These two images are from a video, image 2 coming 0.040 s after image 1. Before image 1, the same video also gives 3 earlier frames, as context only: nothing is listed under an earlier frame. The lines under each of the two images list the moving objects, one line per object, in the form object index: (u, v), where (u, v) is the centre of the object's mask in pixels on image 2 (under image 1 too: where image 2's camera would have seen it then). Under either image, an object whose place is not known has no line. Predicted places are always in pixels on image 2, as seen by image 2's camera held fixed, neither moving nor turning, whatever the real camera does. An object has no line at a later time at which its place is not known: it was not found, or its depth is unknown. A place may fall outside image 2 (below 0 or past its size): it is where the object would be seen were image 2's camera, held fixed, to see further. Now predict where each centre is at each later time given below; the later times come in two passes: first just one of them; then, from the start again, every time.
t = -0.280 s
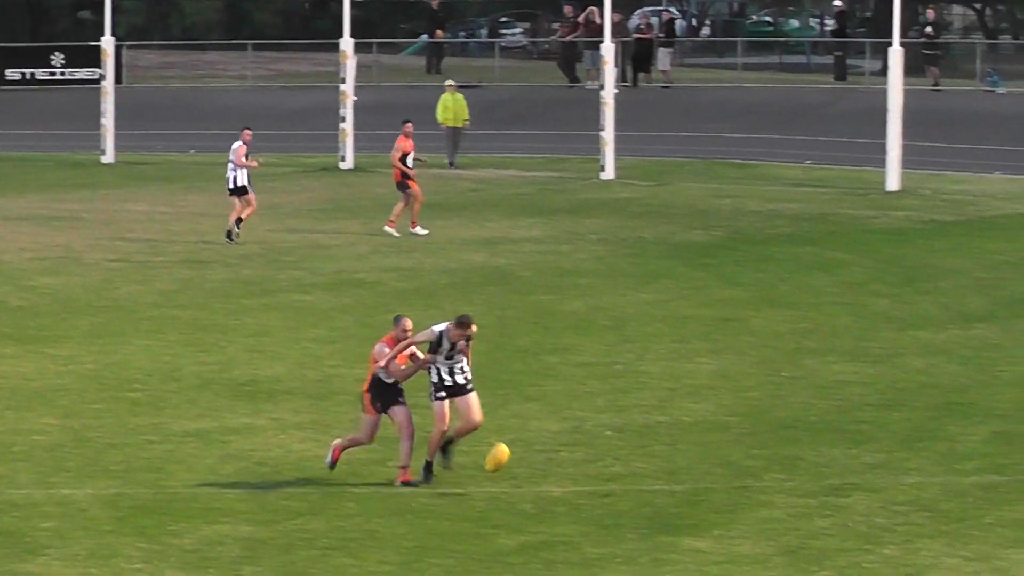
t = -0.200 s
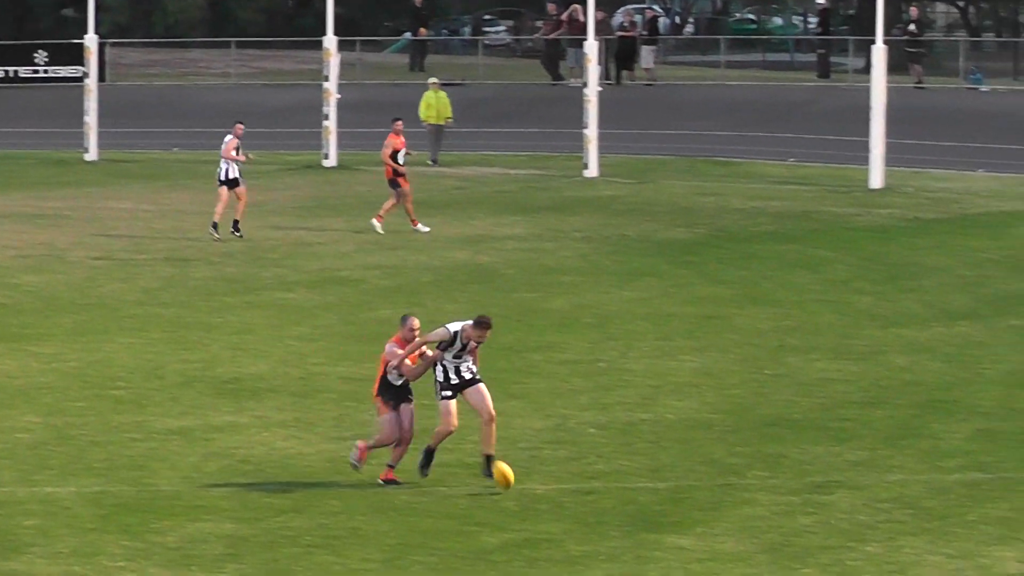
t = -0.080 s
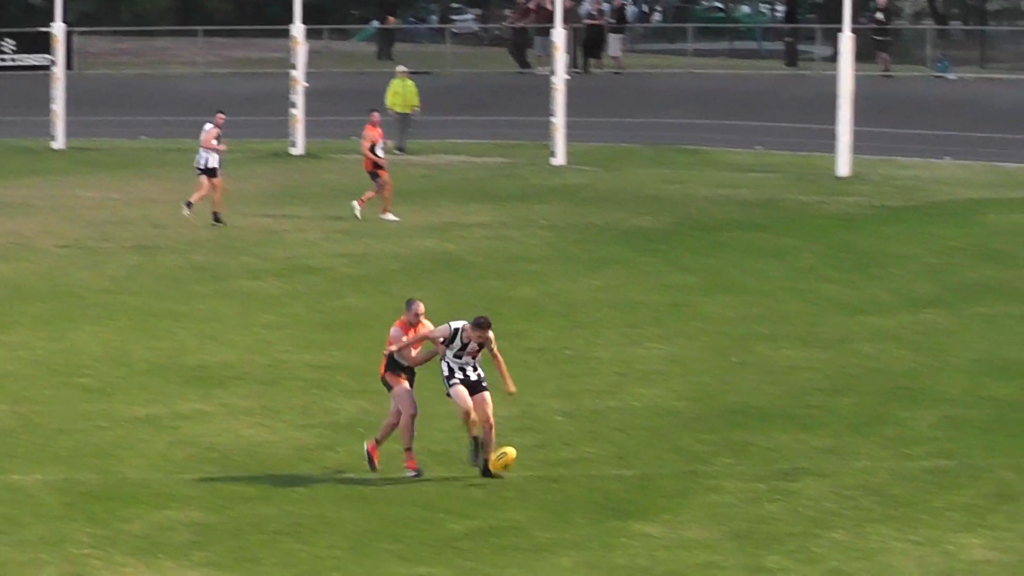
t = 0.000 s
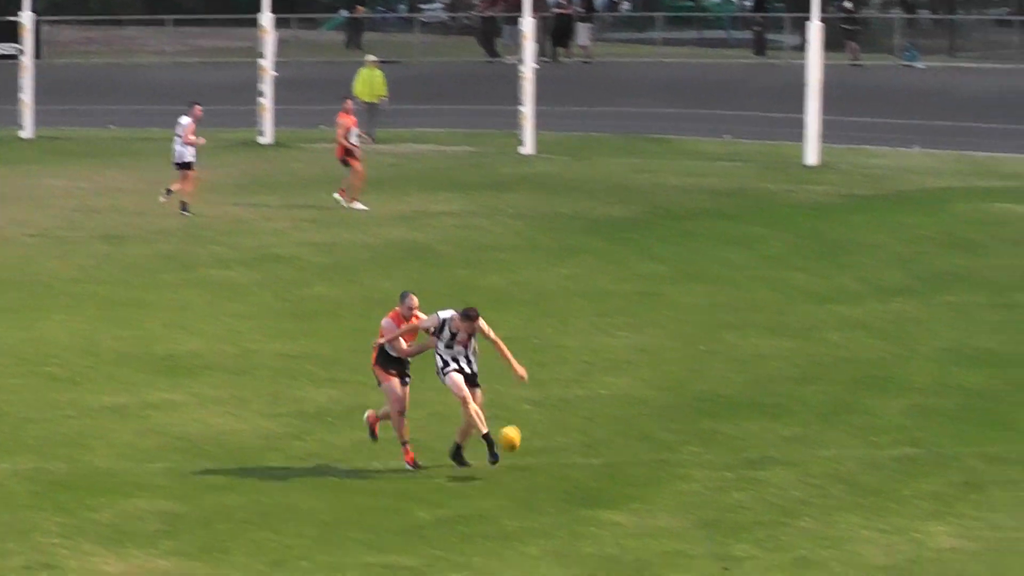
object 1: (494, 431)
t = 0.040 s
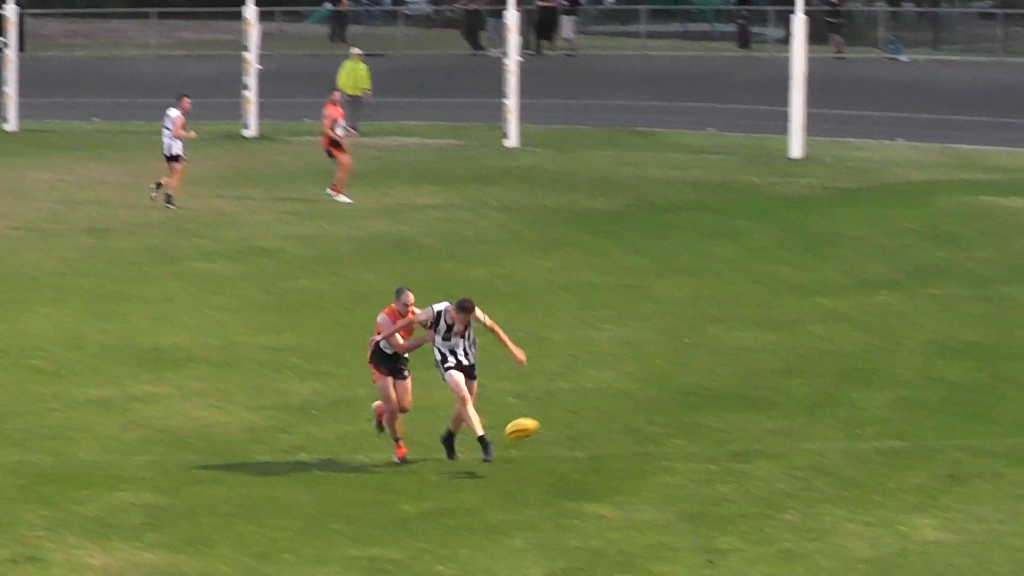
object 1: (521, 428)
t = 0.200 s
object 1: (632, 436)
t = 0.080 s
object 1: (548, 428)
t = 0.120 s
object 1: (576, 428)
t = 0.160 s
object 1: (603, 431)
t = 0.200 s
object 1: (632, 436)
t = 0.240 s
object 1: (660, 443)
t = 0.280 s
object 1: (688, 451)
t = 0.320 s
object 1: (720, 463)
